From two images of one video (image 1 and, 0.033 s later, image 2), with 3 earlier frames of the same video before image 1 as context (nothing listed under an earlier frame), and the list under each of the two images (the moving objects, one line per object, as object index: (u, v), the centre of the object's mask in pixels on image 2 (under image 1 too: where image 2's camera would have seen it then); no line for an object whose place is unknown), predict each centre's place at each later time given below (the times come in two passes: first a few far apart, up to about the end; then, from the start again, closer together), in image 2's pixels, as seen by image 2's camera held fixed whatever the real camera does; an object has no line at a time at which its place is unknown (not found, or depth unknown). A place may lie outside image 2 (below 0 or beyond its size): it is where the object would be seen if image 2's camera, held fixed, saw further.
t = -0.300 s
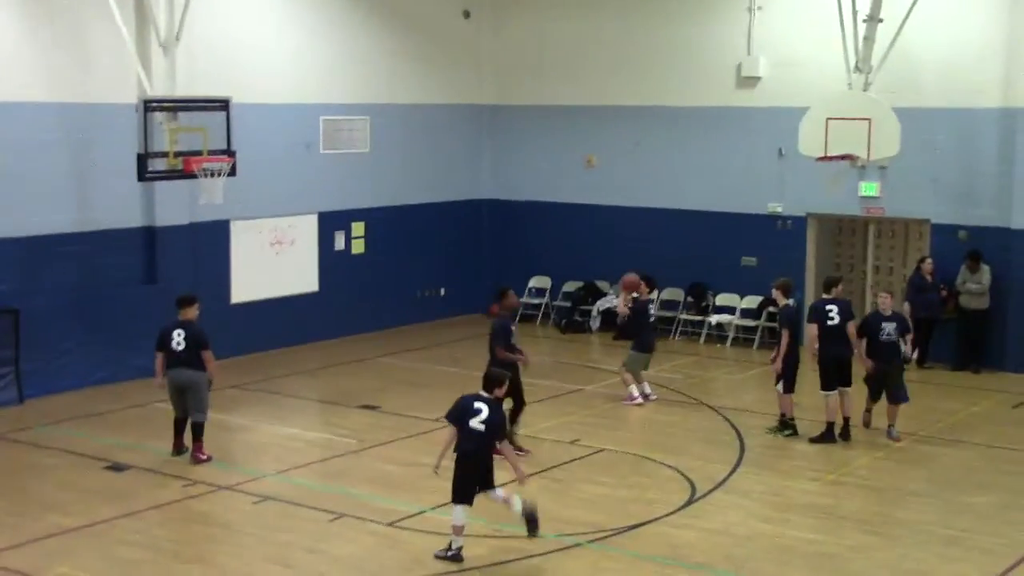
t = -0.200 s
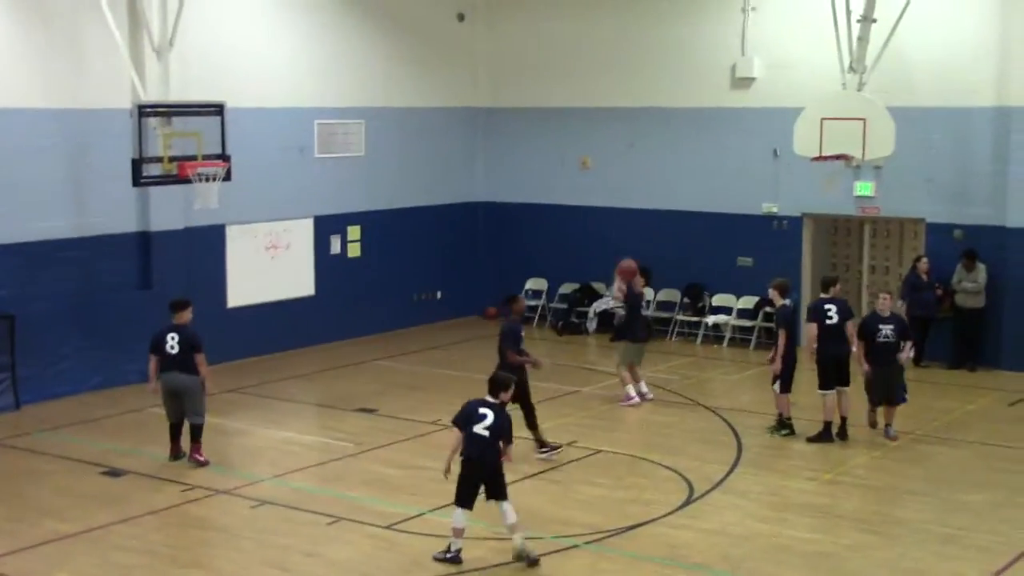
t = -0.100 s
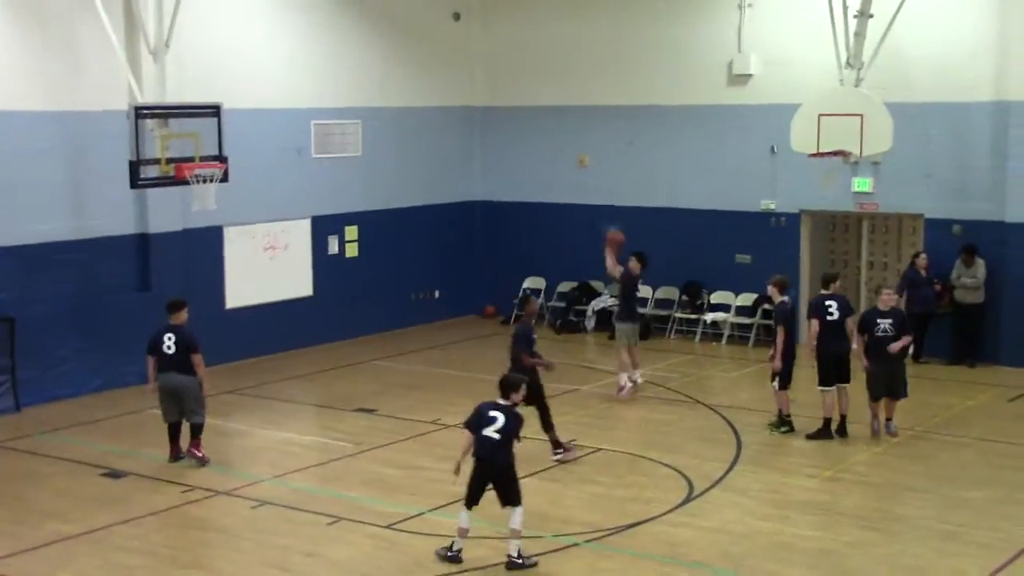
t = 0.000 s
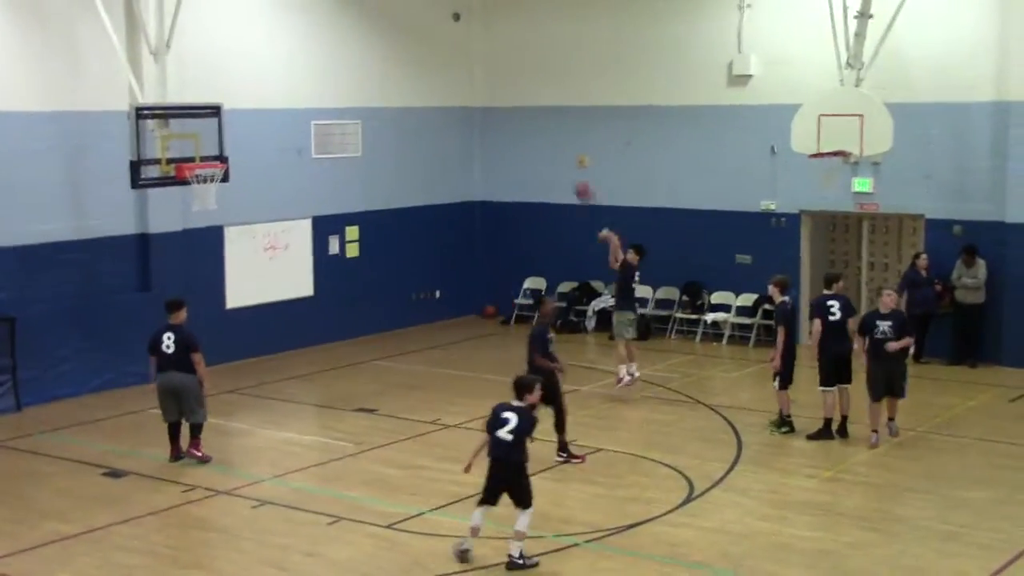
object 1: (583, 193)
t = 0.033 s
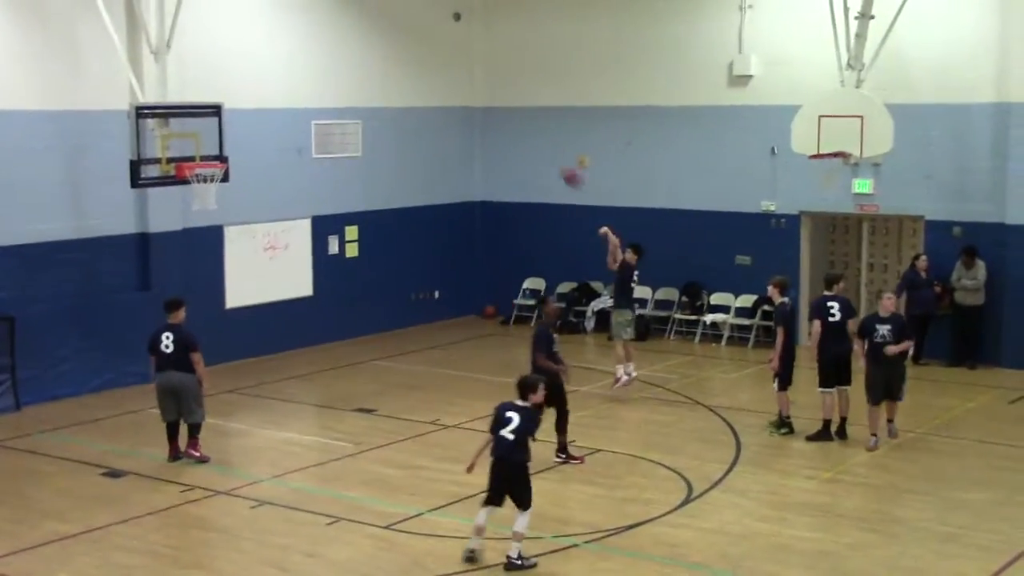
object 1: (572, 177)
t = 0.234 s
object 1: (502, 104)
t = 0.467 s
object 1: (421, 58)
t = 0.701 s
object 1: (336, 55)
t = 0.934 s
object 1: (249, 103)
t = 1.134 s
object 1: (198, 150)
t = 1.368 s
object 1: (223, 130)
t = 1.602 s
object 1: (264, 152)
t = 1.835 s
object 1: (304, 217)
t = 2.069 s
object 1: (344, 320)
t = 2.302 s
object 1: (369, 355)
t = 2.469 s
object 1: (380, 292)
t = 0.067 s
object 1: (560, 163)
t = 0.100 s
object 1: (549, 150)
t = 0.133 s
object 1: (538, 138)
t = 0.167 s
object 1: (524, 126)
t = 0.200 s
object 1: (516, 114)
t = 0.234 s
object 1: (502, 104)
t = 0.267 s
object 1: (490, 95)
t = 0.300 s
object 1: (478, 86)
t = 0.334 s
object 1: (467, 78)
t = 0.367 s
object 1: (455, 72)
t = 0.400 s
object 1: (445, 66)
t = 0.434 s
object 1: (433, 61)
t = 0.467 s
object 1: (421, 58)
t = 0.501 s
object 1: (409, 54)
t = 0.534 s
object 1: (396, 52)
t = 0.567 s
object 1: (384, 51)
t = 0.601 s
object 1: (373, 51)
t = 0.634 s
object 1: (360, 52)
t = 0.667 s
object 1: (347, 53)
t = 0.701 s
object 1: (336, 55)
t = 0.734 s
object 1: (323, 59)
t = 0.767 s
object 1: (309, 64)
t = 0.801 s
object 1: (298, 70)
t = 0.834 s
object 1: (285, 76)
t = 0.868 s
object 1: (274, 84)
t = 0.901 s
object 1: (262, 93)
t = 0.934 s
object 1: (249, 103)
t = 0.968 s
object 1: (237, 113)
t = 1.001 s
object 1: (227, 125)
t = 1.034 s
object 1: (212, 139)
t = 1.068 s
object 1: (201, 151)
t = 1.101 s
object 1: (197, 154)
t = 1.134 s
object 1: (198, 150)
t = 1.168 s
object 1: (199, 144)
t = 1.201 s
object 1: (201, 141)
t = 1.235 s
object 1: (202, 138)
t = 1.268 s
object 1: (204, 135)
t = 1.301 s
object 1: (211, 133)
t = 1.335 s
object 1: (217, 131)
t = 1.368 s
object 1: (223, 130)
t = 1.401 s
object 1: (229, 131)
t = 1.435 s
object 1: (235, 131)
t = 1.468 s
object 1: (241, 134)
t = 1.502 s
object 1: (247, 137)
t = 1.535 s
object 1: (253, 142)
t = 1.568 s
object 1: (258, 147)
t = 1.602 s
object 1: (264, 152)
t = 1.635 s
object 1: (270, 159)
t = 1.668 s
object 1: (276, 167)
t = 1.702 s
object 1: (282, 176)
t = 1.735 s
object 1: (288, 185)
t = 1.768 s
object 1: (293, 195)
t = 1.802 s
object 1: (299, 206)
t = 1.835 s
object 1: (304, 217)
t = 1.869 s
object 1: (310, 229)
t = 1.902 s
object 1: (317, 243)
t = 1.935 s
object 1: (322, 258)
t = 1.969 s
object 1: (327, 273)
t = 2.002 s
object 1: (333, 288)
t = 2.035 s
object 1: (339, 303)
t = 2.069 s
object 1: (344, 320)
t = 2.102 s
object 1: (350, 339)
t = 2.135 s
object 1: (355, 360)
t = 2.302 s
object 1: (369, 355)
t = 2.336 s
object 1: (372, 340)
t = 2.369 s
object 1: (375, 326)
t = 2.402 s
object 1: (377, 314)
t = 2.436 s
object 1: (378, 303)
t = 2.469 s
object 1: (380, 292)
